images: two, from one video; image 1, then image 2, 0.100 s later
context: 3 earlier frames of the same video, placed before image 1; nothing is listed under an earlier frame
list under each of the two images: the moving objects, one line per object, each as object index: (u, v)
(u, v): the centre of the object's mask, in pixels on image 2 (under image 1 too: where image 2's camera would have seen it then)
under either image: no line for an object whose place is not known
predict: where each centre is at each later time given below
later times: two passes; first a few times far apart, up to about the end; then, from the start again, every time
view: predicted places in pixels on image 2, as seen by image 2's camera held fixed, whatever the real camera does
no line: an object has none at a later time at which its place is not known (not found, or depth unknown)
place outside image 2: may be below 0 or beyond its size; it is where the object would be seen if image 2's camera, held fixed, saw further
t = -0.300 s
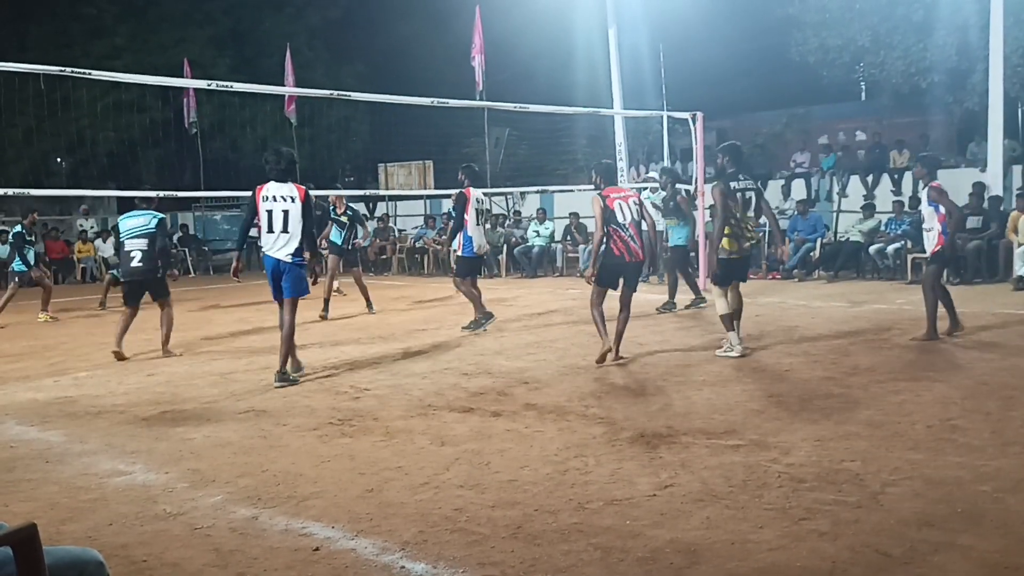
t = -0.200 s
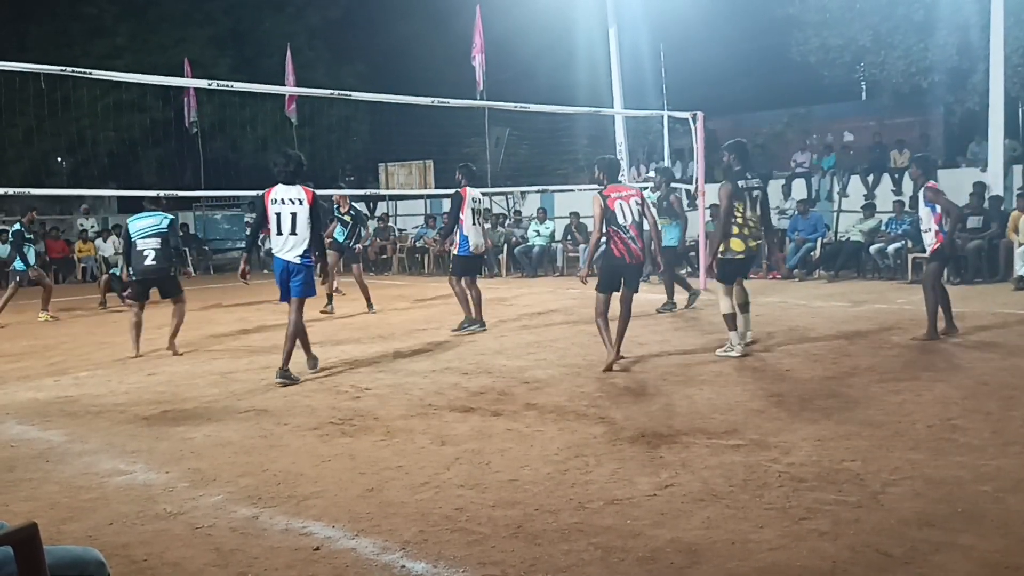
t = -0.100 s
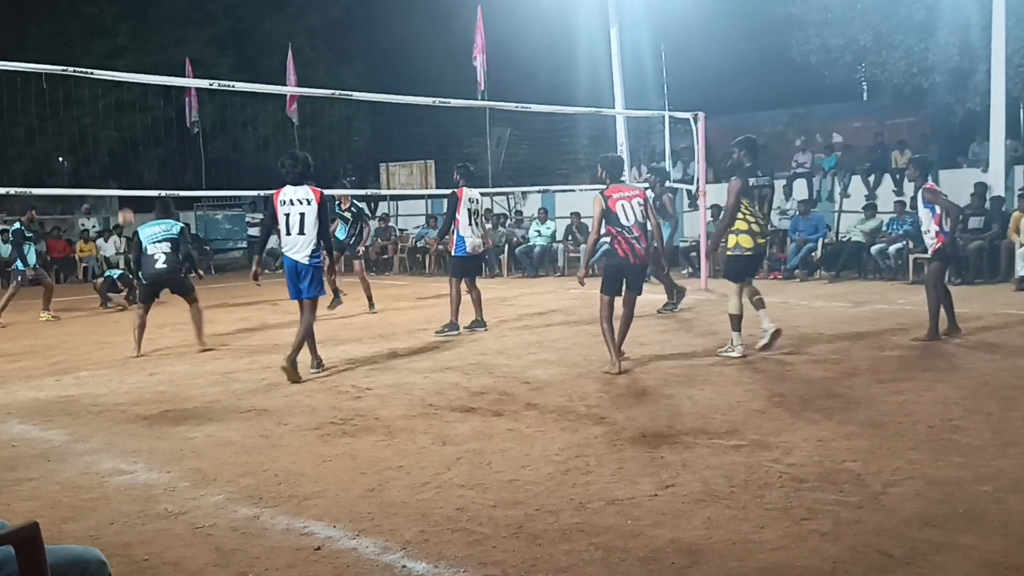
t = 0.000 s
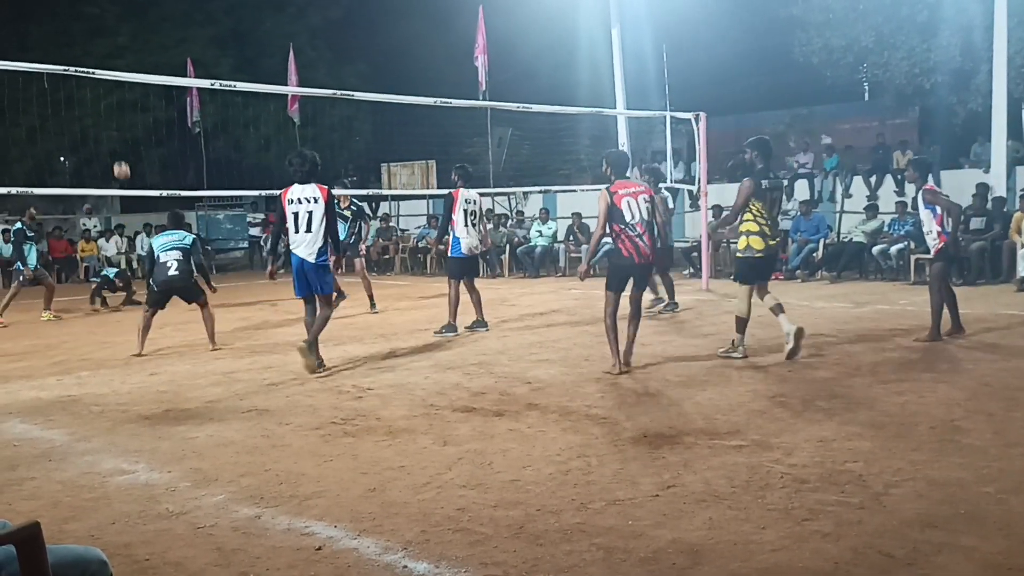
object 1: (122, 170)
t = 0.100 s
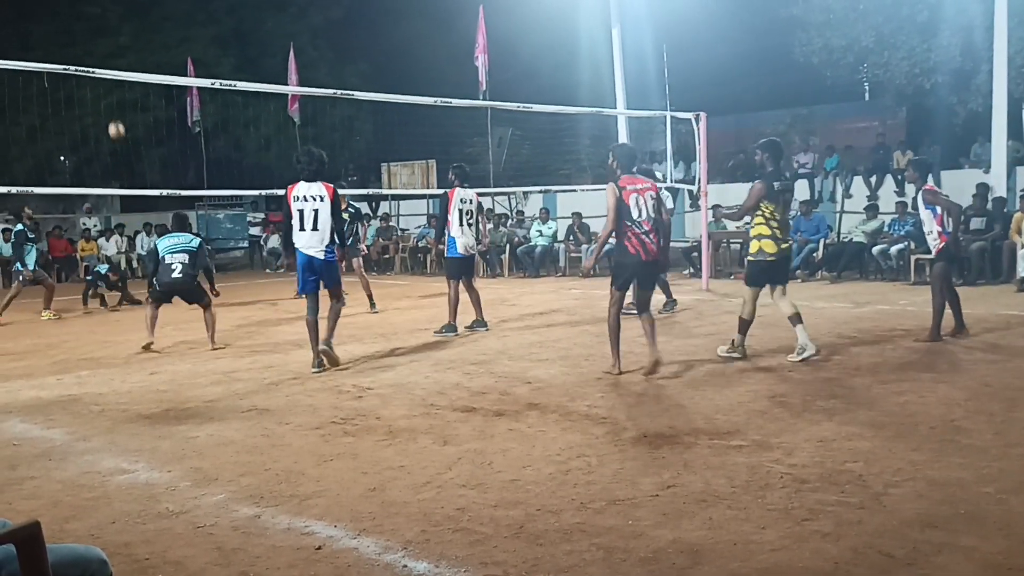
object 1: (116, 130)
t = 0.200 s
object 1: (111, 97)
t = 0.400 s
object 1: (102, 49)
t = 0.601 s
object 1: (94, 29)
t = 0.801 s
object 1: (86, 41)
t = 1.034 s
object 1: (80, 93)
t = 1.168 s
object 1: (78, 142)
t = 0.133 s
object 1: (115, 118)
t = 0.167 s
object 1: (113, 107)
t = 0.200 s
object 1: (111, 97)
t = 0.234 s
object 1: (110, 87)
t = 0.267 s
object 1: (108, 81)
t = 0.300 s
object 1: (106, 65)
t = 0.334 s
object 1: (105, 61)
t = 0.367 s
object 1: (103, 54)
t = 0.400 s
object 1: (102, 49)
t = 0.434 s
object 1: (100, 44)
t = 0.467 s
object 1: (99, 39)
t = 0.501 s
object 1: (97, 35)
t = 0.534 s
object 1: (96, 33)
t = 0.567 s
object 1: (95, 31)
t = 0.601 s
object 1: (94, 29)
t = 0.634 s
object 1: (92, 29)
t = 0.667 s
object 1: (91, 30)
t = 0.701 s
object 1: (90, 31)
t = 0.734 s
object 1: (89, 33)
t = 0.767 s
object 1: (88, 36)
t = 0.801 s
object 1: (86, 41)
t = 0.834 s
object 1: (85, 45)
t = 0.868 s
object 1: (84, 51)
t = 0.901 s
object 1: (84, 58)
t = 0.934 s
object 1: (83, 62)
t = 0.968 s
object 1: (81, 78)
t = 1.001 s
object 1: (81, 84)
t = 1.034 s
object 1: (80, 93)
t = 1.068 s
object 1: (80, 103)
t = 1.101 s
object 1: (79, 115)
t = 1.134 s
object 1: (79, 128)
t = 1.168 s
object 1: (78, 142)
